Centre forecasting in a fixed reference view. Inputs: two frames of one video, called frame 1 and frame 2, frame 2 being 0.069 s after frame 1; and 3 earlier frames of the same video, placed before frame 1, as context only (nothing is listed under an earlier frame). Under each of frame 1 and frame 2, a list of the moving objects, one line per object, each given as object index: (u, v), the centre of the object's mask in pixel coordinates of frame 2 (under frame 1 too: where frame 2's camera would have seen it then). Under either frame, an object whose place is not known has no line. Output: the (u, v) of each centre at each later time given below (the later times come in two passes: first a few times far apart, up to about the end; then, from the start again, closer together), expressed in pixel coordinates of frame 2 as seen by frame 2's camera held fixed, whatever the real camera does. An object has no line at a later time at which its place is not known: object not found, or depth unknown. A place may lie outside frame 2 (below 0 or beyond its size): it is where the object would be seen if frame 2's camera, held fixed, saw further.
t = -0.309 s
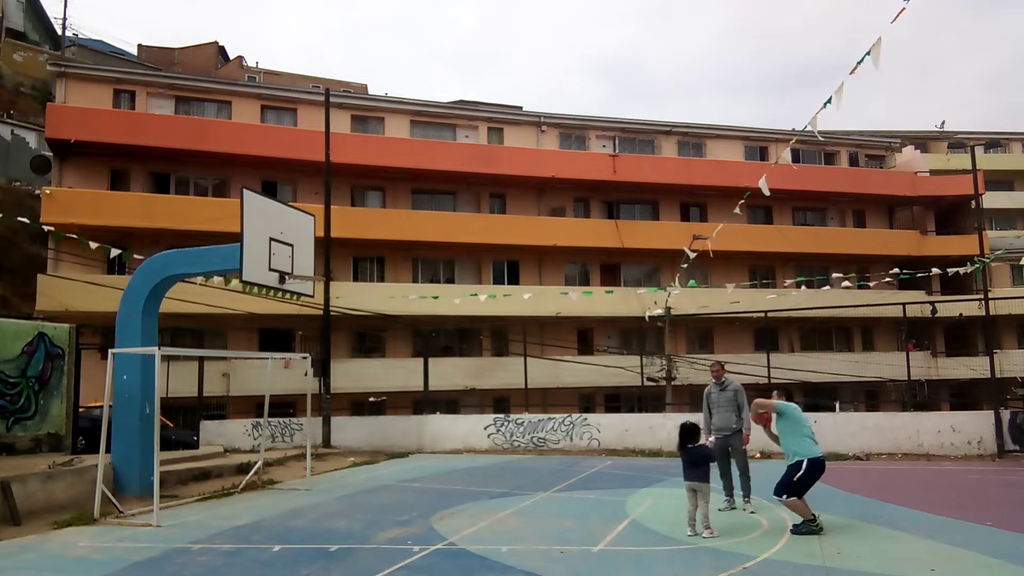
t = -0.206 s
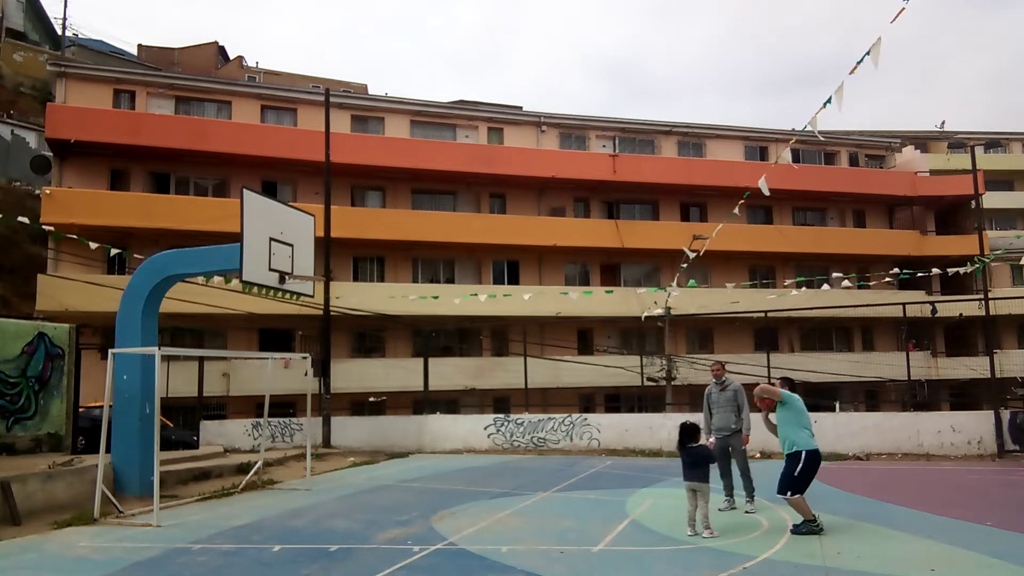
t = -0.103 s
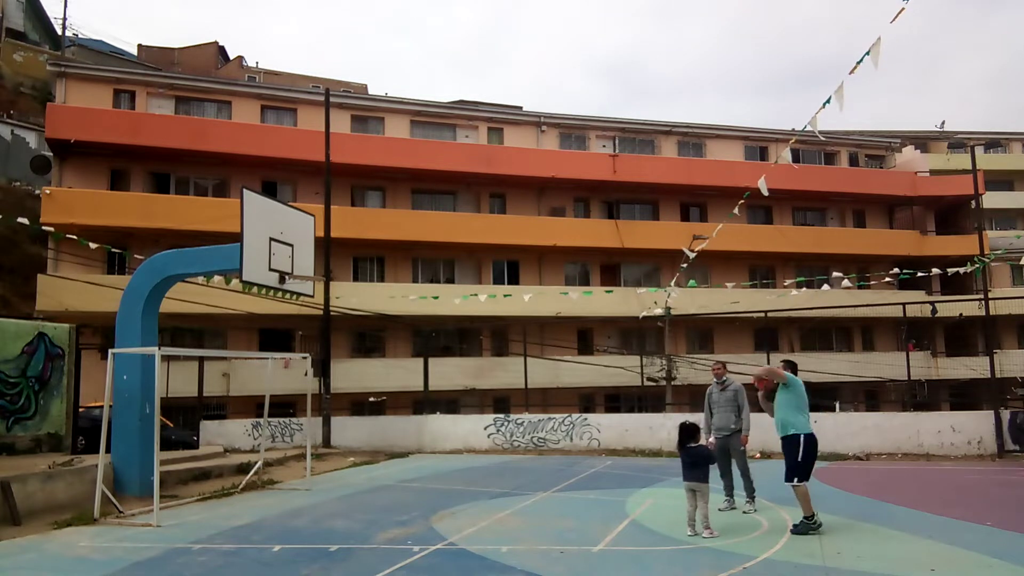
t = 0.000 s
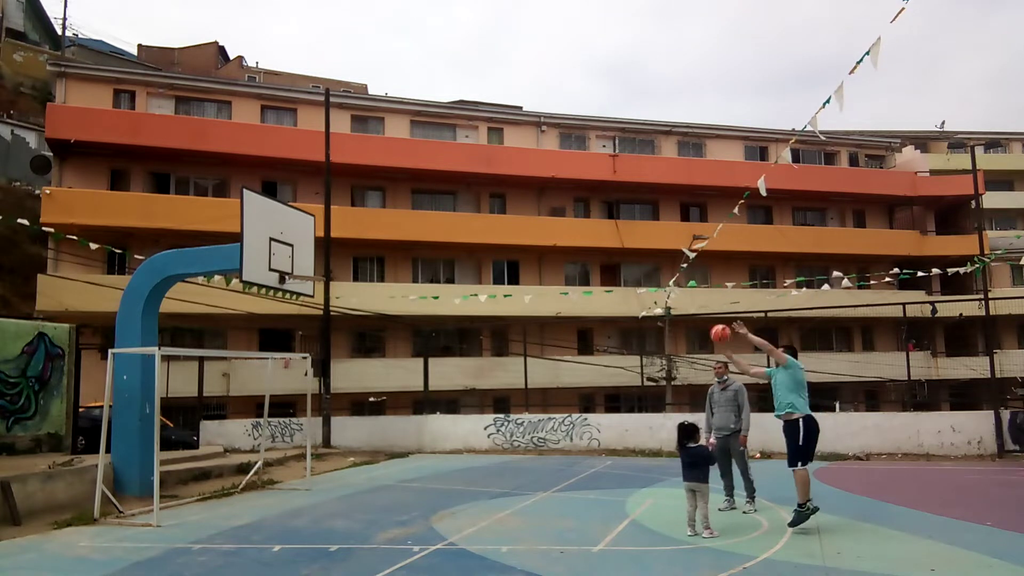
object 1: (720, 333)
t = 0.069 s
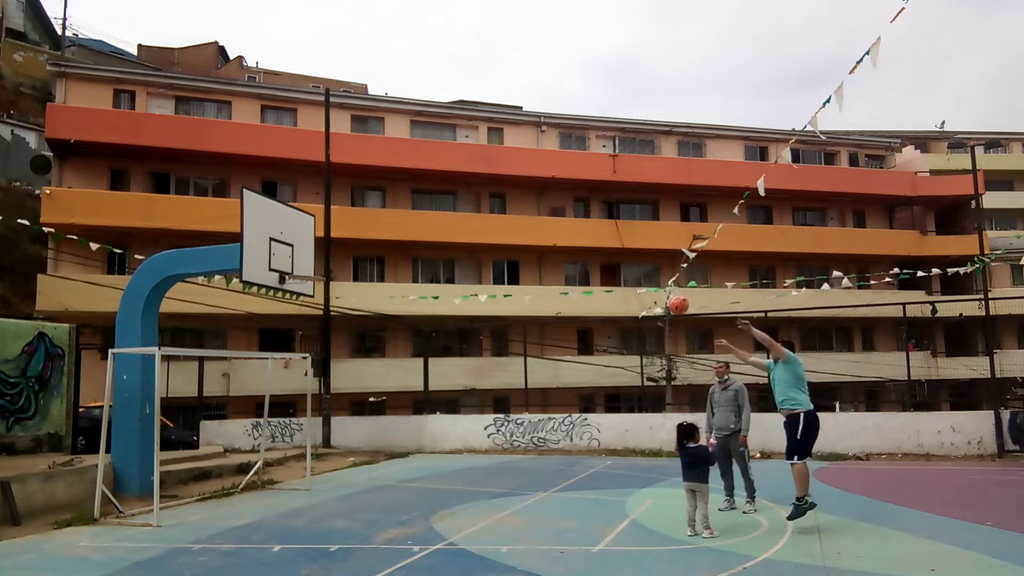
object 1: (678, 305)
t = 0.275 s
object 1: (565, 247)
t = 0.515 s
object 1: (453, 227)
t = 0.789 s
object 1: (340, 256)
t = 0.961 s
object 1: (297, 291)
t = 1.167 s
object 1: (279, 352)
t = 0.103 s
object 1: (659, 292)
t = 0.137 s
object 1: (639, 281)
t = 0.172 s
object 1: (619, 271)
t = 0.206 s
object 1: (601, 261)
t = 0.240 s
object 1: (583, 254)
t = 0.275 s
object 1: (565, 247)
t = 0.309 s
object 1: (548, 241)
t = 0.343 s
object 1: (531, 236)
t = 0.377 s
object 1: (515, 232)
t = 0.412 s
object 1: (499, 230)
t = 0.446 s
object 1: (483, 228)
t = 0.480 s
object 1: (468, 227)
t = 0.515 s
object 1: (453, 227)
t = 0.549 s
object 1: (438, 227)
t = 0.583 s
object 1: (423, 229)
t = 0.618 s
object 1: (409, 231)
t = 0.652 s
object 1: (394, 235)
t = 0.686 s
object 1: (381, 240)
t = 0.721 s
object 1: (367, 245)
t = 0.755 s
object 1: (353, 250)
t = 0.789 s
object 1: (340, 256)
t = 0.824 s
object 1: (327, 264)
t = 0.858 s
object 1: (315, 271)
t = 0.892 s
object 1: (302, 280)
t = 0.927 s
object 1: (299, 284)
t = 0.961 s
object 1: (297, 291)
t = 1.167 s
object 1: (279, 352)
